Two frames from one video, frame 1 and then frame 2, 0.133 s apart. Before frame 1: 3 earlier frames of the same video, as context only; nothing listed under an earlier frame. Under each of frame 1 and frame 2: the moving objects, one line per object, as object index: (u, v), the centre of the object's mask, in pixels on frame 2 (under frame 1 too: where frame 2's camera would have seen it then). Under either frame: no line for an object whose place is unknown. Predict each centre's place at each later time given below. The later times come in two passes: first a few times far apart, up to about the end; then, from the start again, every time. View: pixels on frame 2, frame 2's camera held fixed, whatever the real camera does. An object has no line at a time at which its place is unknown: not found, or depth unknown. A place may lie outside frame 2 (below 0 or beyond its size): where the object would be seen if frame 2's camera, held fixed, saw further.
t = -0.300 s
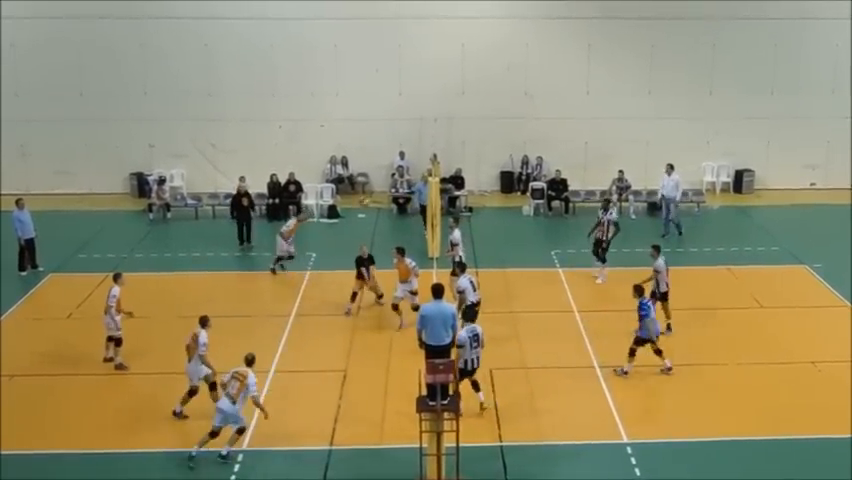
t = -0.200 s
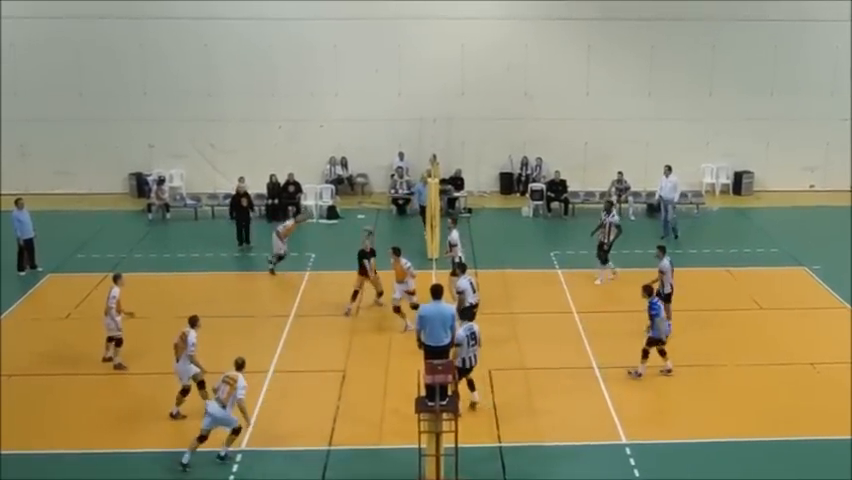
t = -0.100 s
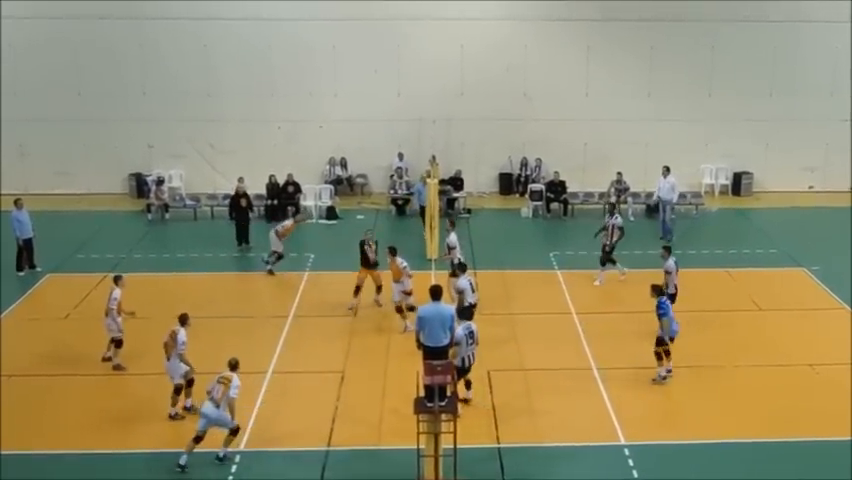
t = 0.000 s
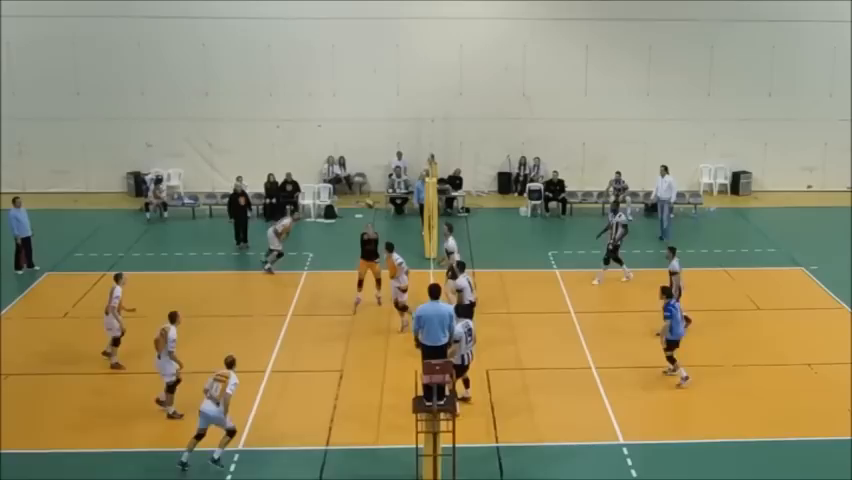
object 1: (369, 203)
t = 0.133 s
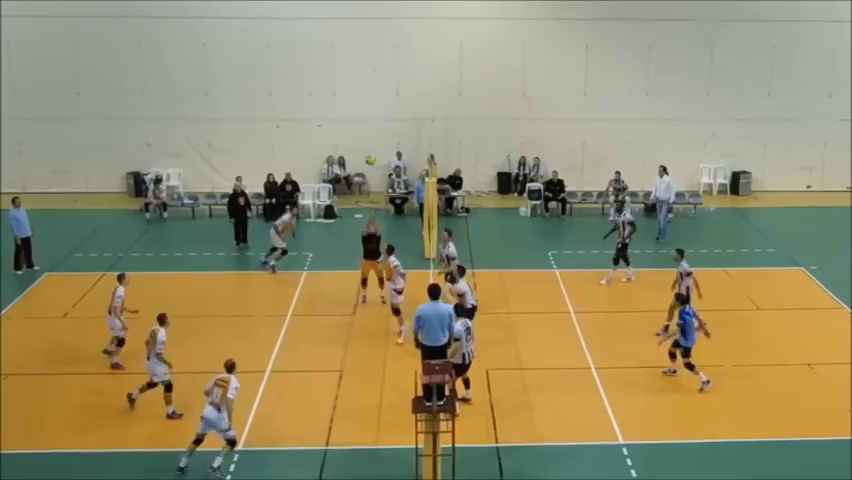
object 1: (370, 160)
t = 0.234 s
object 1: (371, 131)
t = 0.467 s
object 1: (373, 83)
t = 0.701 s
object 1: (377, 62)
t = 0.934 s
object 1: (381, 71)
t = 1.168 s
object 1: (387, 115)
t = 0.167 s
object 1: (370, 150)
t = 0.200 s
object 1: (370, 140)
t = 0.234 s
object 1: (371, 131)
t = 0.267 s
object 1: (371, 123)
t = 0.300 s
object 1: (371, 115)
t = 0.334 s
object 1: (372, 108)
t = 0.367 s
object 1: (372, 101)
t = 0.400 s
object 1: (373, 94)
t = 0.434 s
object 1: (373, 88)
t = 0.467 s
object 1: (373, 83)
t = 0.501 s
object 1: (374, 78)
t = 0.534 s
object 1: (374, 74)
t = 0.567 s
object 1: (375, 70)
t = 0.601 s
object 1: (375, 67)
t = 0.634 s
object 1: (376, 65)
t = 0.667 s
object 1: (376, 63)
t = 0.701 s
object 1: (377, 62)
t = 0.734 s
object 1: (378, 61)
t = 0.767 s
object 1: (378, 61)
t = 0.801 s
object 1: (378, 62)
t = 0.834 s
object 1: (380, 63)
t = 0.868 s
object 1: (380, 65)
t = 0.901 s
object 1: (380, 68)
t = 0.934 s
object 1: (381, 71)
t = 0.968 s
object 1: (382, 76)
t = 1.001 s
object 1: (382, 80)
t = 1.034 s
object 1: (383, 86)
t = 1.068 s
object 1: (384, 92)
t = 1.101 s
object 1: (385, 100)
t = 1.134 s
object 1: (385, 107)
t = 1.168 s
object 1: (387, 115)
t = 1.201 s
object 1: (387, 125)
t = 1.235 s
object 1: (388, 134)
